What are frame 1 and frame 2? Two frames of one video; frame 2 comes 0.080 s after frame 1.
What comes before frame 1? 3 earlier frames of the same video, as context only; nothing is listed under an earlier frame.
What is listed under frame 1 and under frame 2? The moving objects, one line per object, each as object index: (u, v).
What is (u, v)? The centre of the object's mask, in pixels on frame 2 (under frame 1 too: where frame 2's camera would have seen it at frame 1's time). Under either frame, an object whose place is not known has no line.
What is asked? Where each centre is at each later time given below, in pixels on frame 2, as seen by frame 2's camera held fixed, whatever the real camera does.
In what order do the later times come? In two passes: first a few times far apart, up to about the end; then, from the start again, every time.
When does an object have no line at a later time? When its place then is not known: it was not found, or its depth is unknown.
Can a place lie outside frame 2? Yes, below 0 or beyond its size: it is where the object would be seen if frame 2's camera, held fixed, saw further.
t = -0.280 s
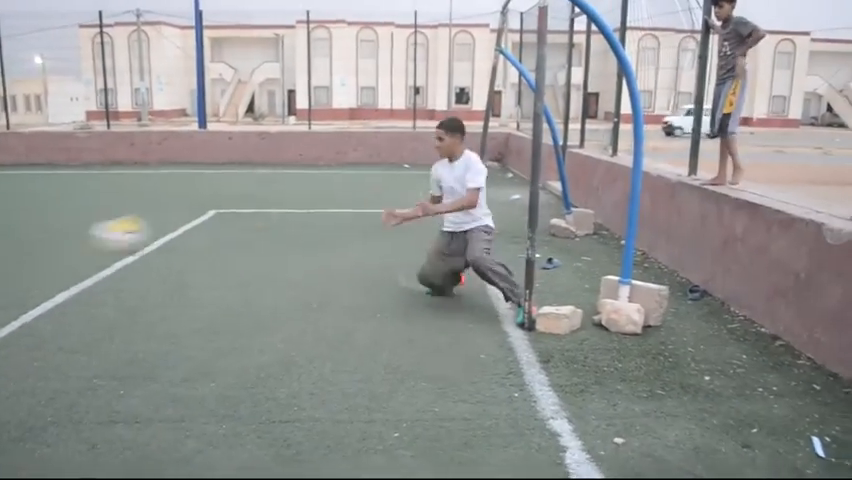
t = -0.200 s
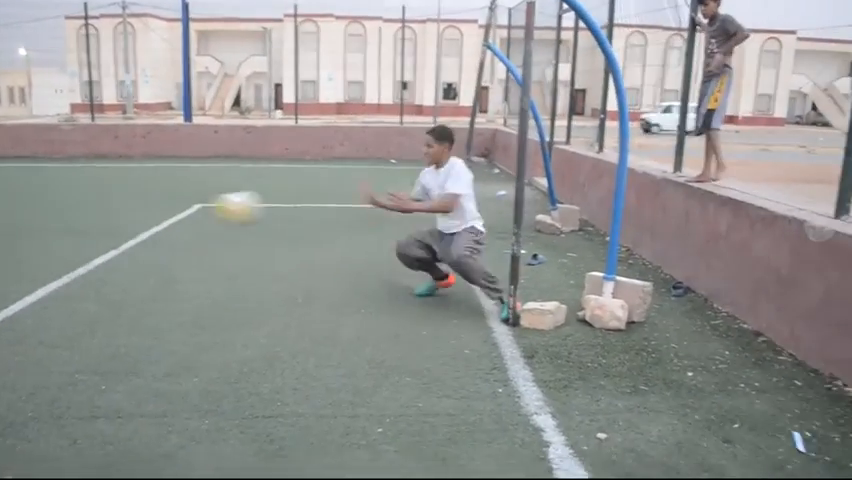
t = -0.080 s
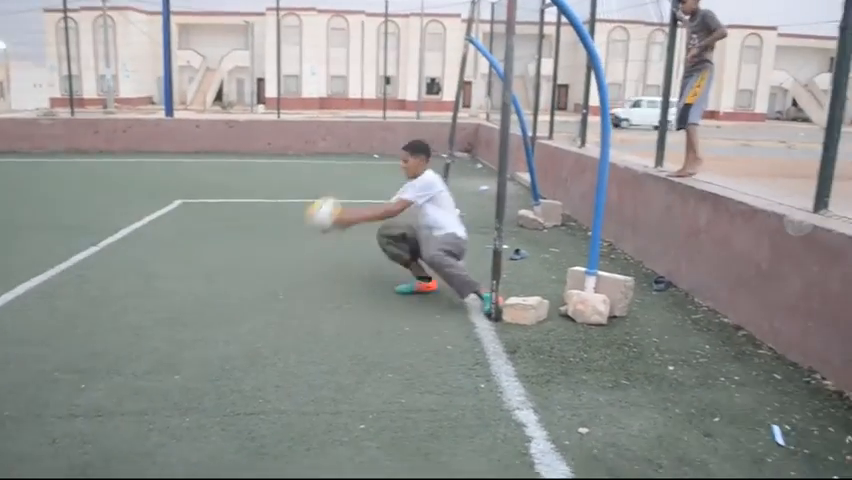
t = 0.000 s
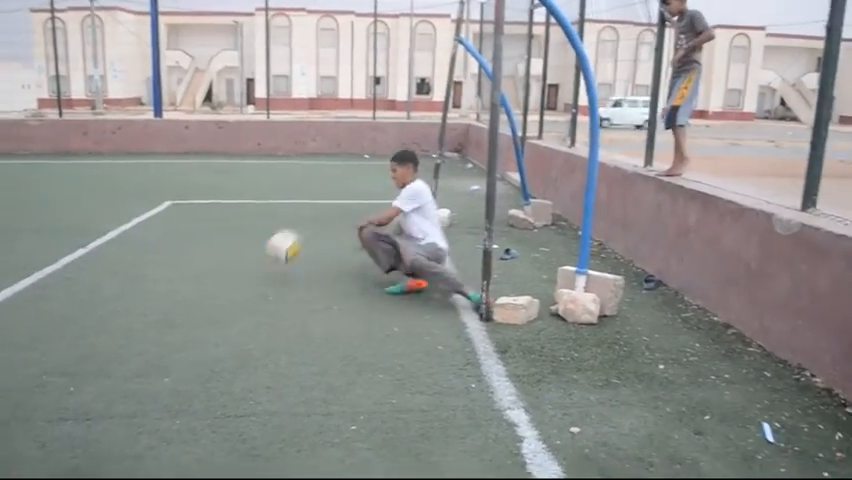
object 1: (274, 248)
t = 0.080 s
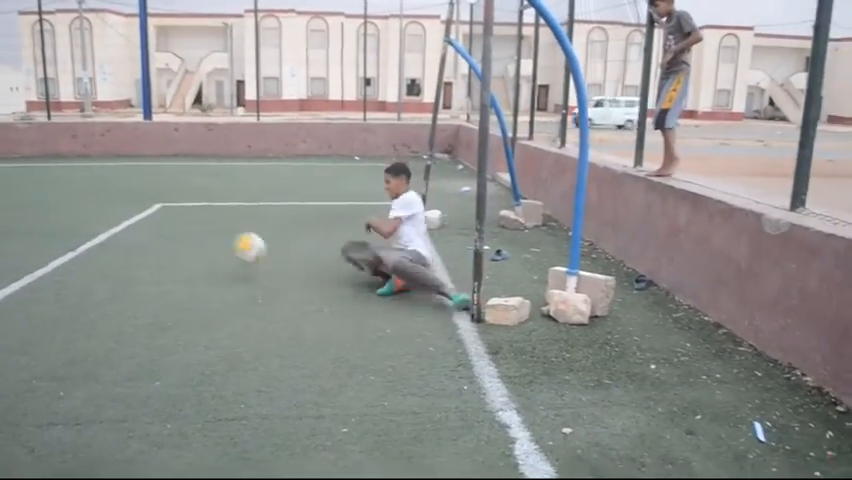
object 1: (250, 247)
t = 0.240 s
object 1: (211, 199)
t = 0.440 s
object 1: (167, 190)
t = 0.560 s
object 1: (144, 211)
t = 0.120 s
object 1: (240, 232)
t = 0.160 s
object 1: (230, 219)
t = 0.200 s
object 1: (220, 208)
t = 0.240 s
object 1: (211, 199)
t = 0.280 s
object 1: (201, 193)
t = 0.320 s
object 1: (193, 189)
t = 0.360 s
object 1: (184, 187)
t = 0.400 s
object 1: (176, 188)
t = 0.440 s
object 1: (167, 190)
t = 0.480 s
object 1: (160, 195)
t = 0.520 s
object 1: (151, 202)
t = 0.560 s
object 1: (144, 211)
